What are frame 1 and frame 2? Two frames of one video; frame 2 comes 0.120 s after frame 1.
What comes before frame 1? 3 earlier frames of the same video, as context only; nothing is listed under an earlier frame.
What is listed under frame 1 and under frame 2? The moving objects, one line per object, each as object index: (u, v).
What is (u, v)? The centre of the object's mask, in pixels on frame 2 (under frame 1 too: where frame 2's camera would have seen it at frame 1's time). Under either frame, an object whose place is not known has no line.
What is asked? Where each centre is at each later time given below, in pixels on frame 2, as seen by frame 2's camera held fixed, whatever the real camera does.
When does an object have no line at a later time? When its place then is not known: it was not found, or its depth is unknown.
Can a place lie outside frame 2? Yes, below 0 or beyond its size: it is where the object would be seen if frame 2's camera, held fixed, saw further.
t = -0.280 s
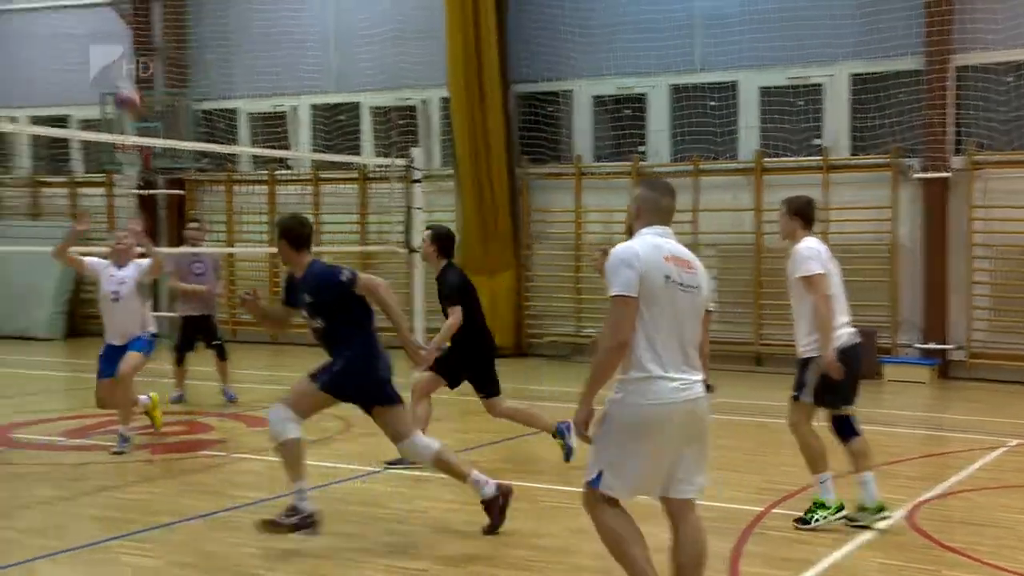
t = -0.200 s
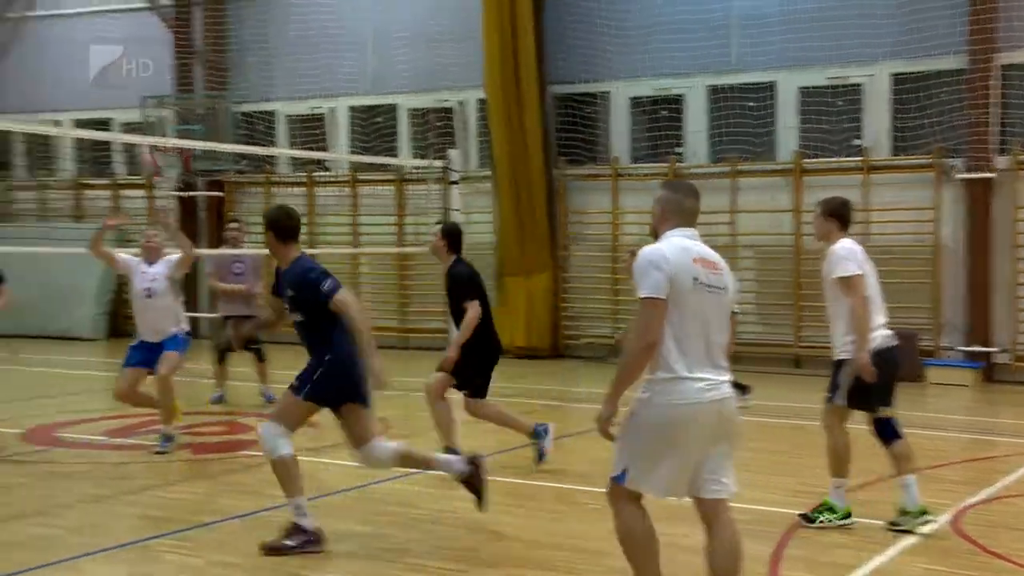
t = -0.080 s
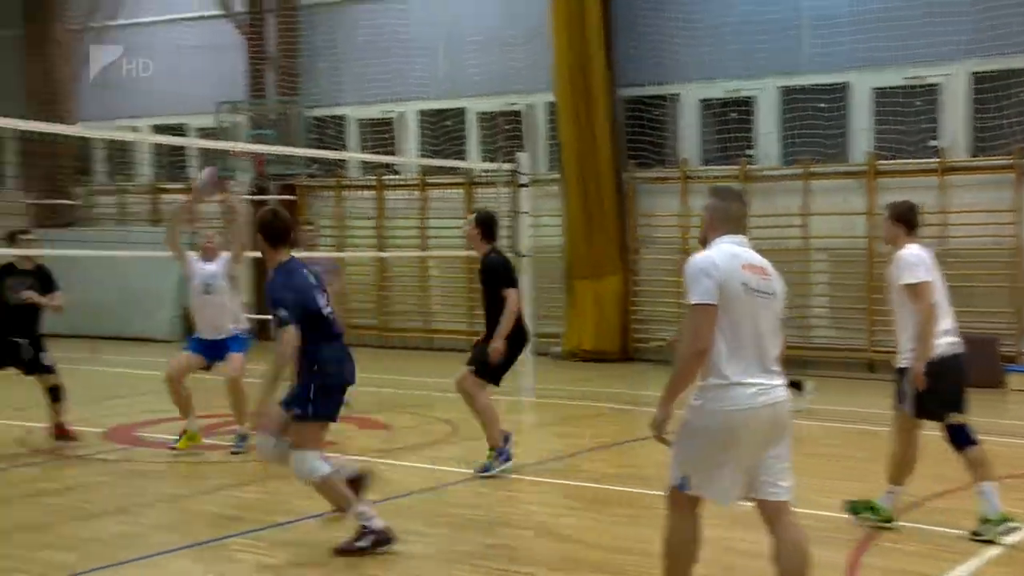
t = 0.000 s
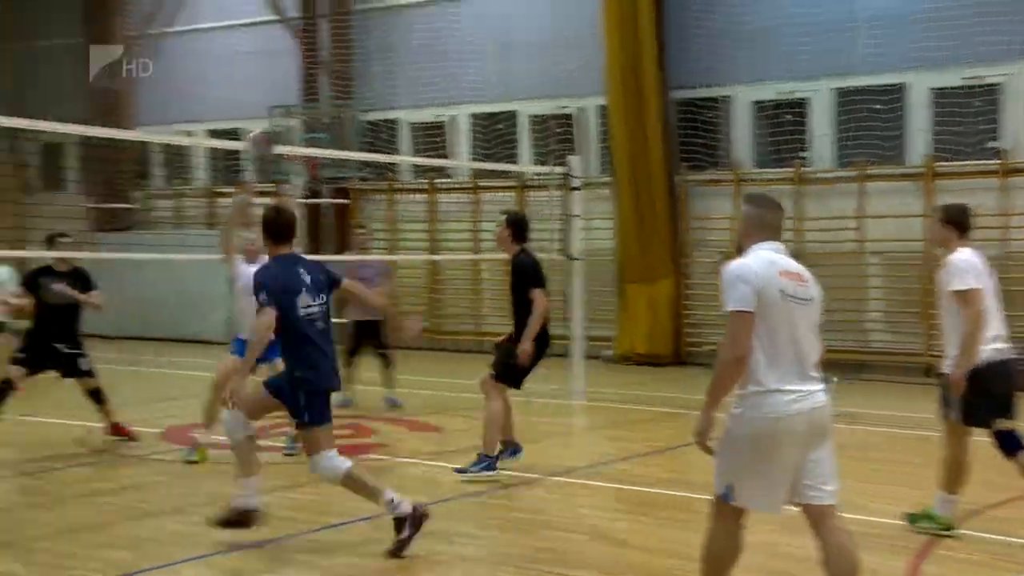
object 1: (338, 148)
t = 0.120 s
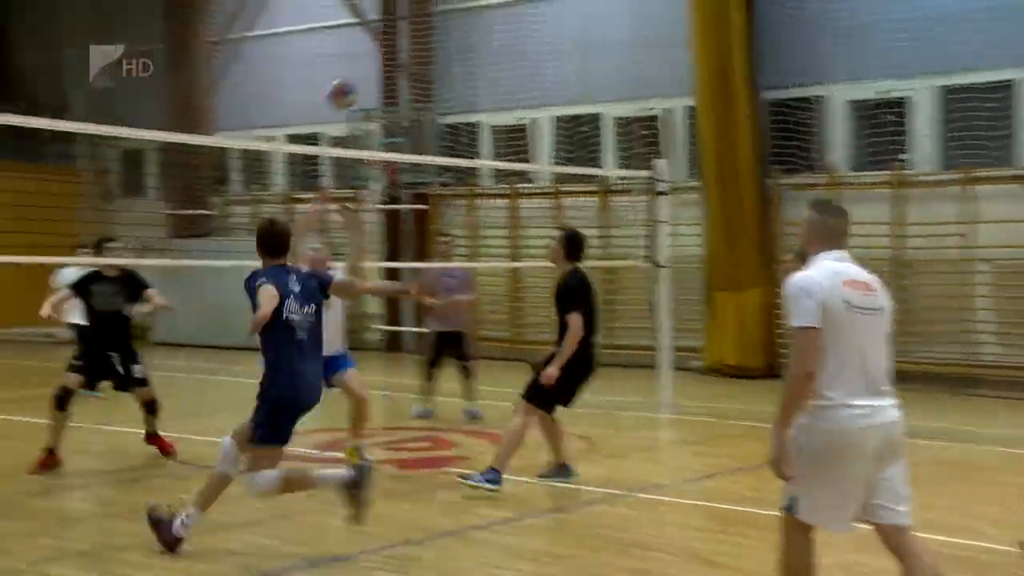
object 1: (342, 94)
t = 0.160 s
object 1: (343, 81)
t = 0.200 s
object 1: (343, 67)
